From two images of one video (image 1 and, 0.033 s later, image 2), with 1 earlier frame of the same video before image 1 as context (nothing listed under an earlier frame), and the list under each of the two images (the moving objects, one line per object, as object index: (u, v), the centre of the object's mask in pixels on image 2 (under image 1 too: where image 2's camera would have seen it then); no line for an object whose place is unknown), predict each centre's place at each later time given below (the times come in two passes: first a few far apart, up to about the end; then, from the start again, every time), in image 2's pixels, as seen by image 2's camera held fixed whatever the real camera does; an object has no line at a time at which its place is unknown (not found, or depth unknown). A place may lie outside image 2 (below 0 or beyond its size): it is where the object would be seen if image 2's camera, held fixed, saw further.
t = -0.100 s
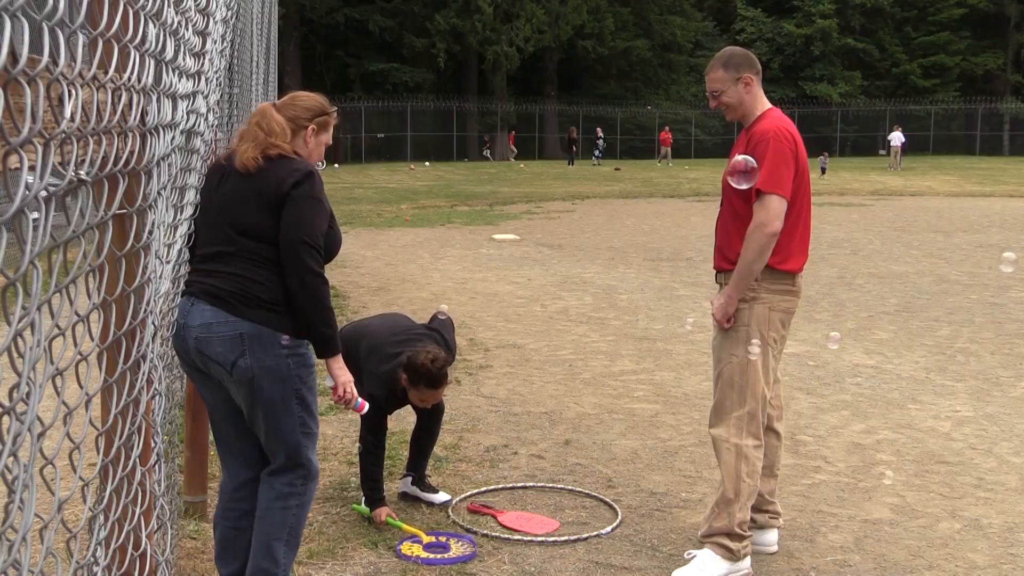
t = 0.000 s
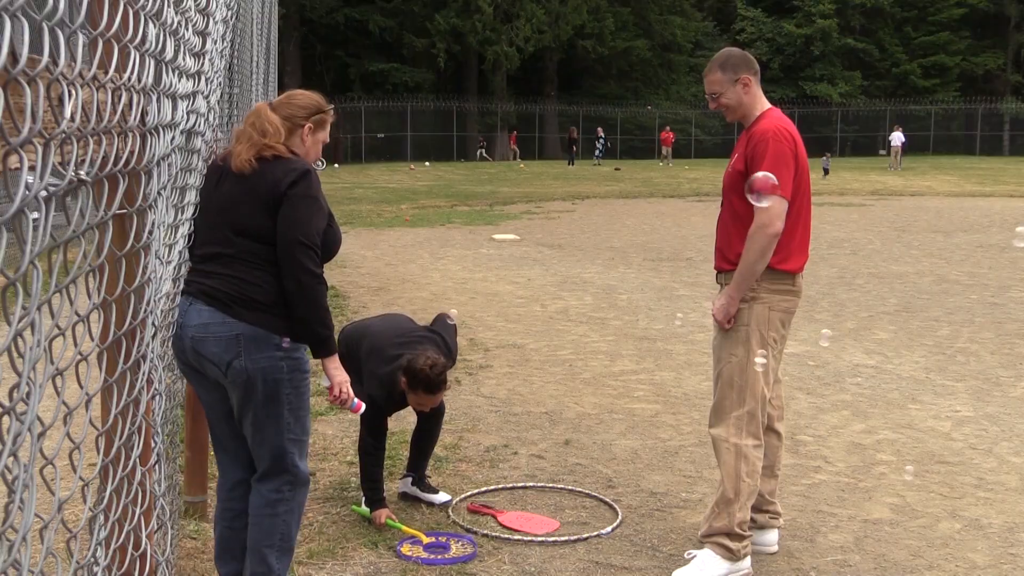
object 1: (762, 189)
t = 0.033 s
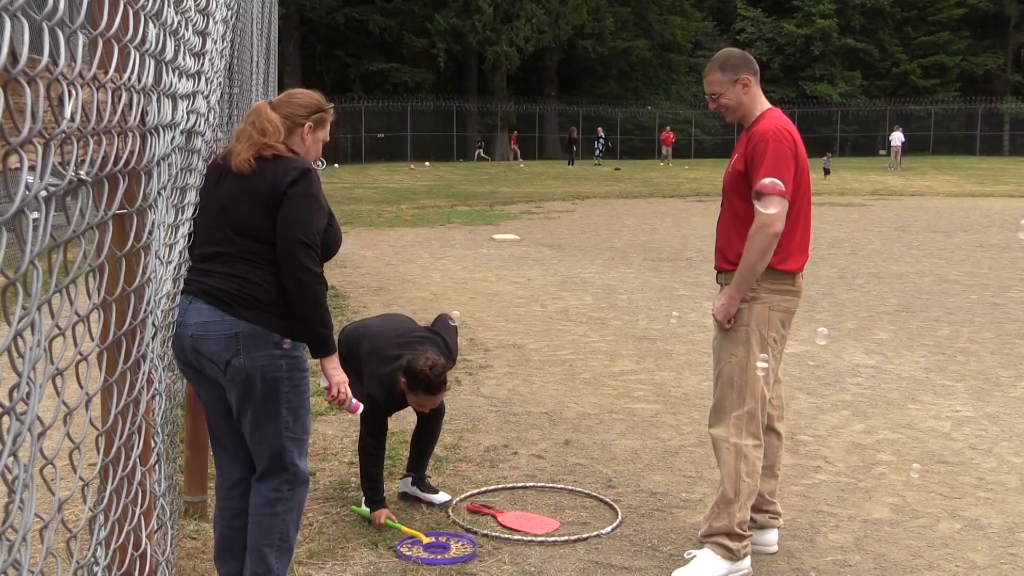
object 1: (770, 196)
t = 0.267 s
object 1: (828, 255)
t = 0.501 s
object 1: (894, 341)
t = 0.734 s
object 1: (1004, 468)
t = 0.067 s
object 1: (777, 203)
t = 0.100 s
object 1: (786, 211)
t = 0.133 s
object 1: (793, 219)
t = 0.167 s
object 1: (800, 227)
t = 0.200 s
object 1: (808, 235)
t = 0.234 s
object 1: (818, 245)
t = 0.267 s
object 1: (828, 255)
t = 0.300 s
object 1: (837, 265)
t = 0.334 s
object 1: (845, 276)
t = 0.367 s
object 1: (855, 287)
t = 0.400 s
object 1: (865, 300)
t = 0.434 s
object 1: (874, 313)
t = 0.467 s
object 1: (884, 327)
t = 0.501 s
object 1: (894, 341)
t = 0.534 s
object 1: (907, 357)
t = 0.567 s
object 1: (919, 373)
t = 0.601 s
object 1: (936, 391)
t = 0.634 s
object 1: (948, 407)
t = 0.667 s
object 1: (966, 426)
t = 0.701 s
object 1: (983, 446)
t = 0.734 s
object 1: (1004, 468)
